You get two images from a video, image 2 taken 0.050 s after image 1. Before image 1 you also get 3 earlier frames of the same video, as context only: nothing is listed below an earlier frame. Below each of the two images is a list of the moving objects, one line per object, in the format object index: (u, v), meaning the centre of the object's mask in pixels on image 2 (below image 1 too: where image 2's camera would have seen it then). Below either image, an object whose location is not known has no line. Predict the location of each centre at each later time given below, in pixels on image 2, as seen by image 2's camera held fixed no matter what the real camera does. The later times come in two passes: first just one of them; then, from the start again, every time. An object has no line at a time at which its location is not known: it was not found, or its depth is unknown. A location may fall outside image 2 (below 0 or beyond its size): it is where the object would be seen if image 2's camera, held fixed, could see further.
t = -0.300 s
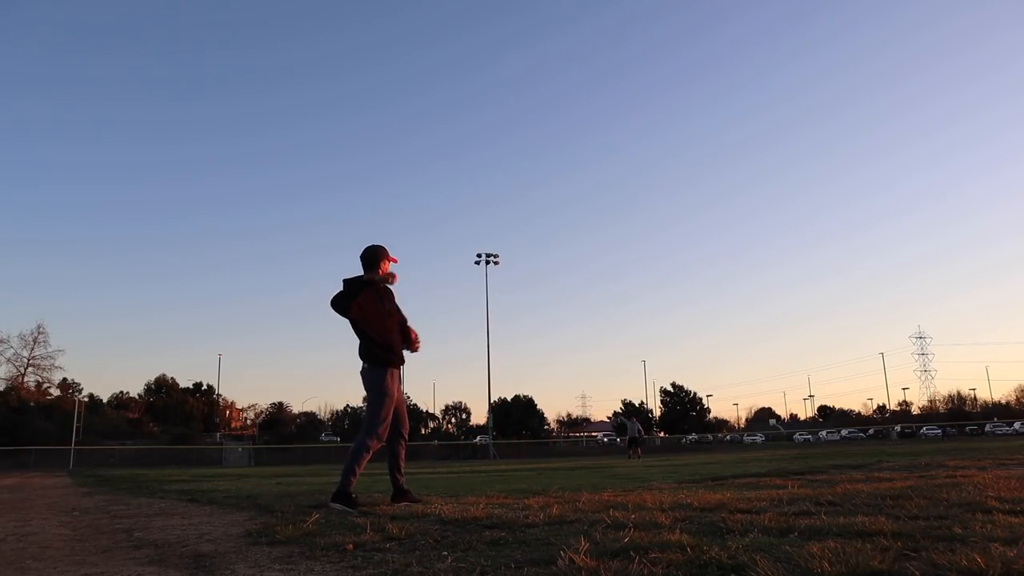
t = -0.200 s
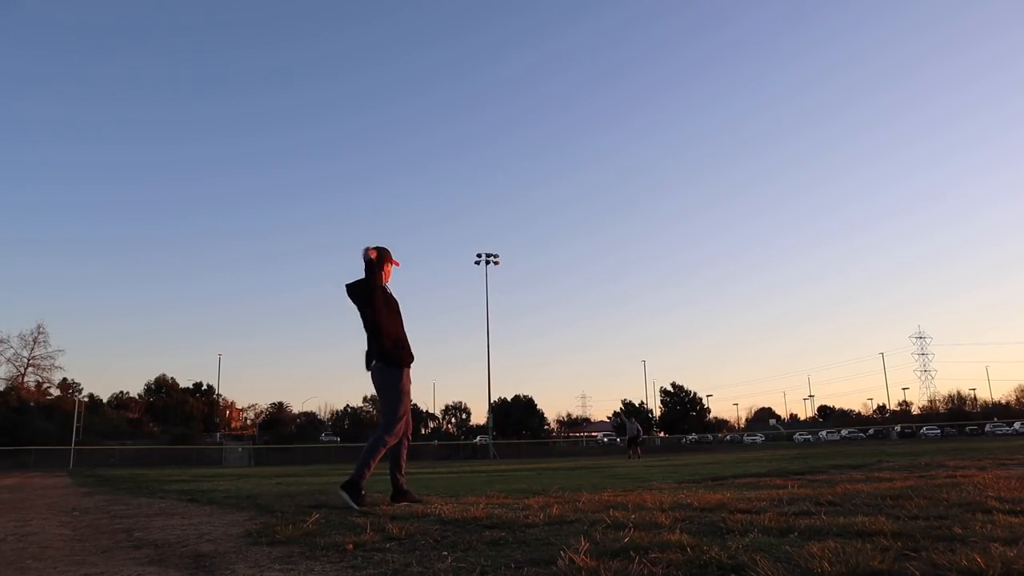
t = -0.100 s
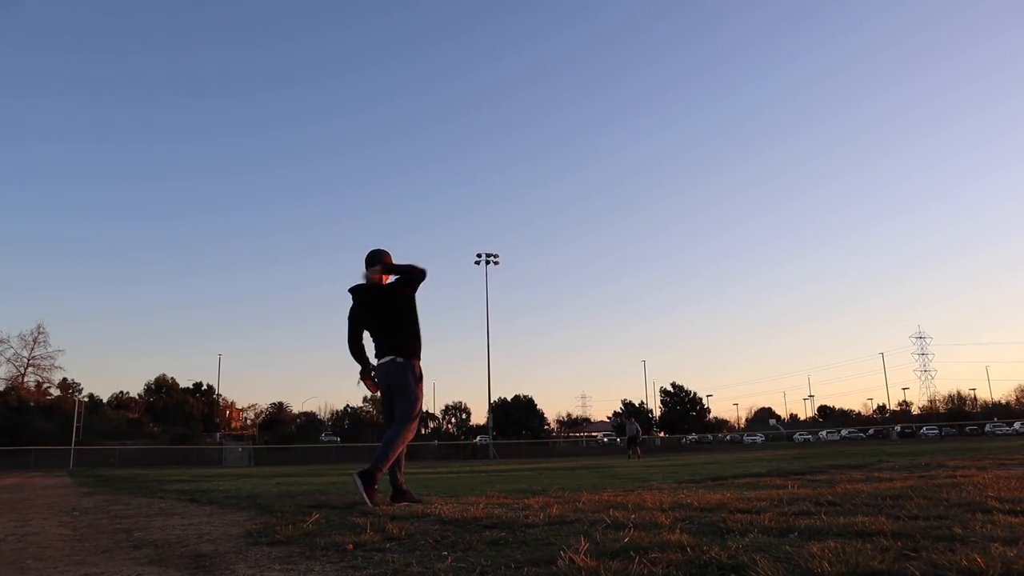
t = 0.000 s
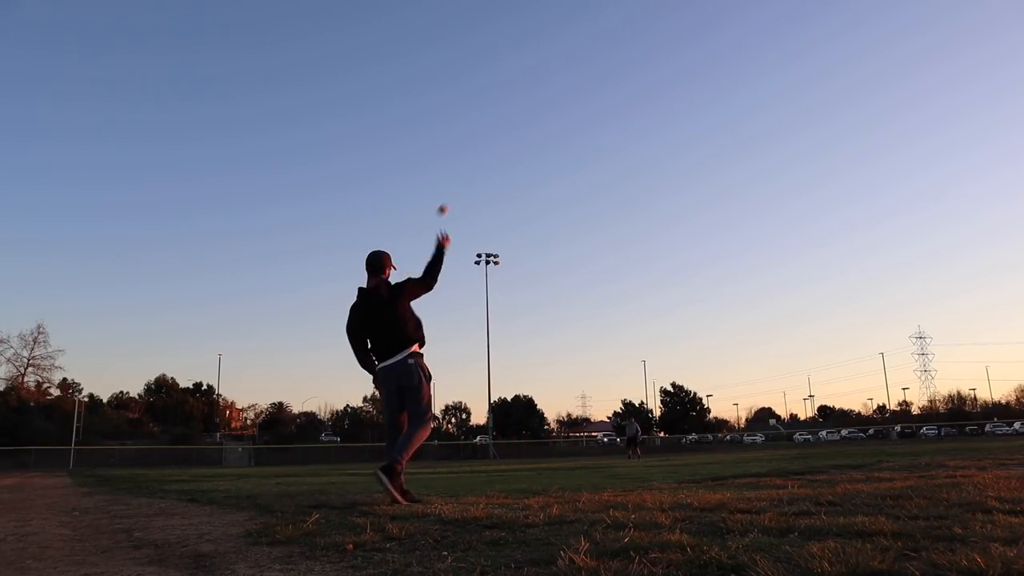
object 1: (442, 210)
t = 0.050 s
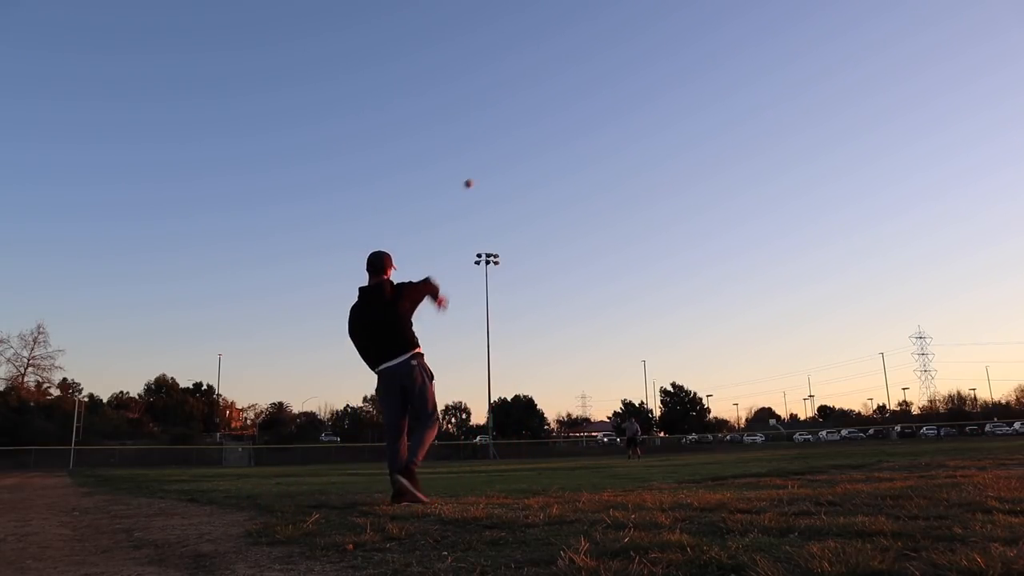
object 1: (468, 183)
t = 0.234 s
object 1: (528, 139)
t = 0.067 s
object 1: (475, 176)
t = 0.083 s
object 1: (482, 171)
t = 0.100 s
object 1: (488, 165)
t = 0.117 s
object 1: (494, 160)
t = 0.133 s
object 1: (500, 156)
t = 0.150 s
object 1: (505, 152)
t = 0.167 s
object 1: (510, 149)
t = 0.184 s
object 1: (515, 145)
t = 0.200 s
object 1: (520, 143)
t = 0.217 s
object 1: (524, 141)
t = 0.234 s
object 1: (528, 139)
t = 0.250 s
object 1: (532, 137)
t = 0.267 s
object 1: (535, 136)
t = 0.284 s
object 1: (539, 135)
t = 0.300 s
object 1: (542, 134)
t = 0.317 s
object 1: (545, 133)
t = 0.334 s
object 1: (548, 133)
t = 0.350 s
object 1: (551, 133)
